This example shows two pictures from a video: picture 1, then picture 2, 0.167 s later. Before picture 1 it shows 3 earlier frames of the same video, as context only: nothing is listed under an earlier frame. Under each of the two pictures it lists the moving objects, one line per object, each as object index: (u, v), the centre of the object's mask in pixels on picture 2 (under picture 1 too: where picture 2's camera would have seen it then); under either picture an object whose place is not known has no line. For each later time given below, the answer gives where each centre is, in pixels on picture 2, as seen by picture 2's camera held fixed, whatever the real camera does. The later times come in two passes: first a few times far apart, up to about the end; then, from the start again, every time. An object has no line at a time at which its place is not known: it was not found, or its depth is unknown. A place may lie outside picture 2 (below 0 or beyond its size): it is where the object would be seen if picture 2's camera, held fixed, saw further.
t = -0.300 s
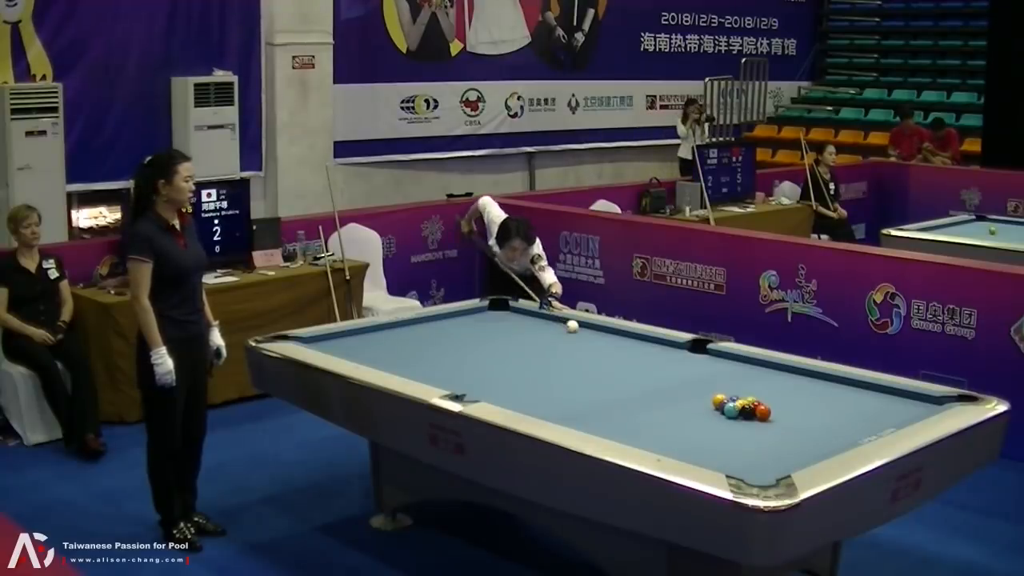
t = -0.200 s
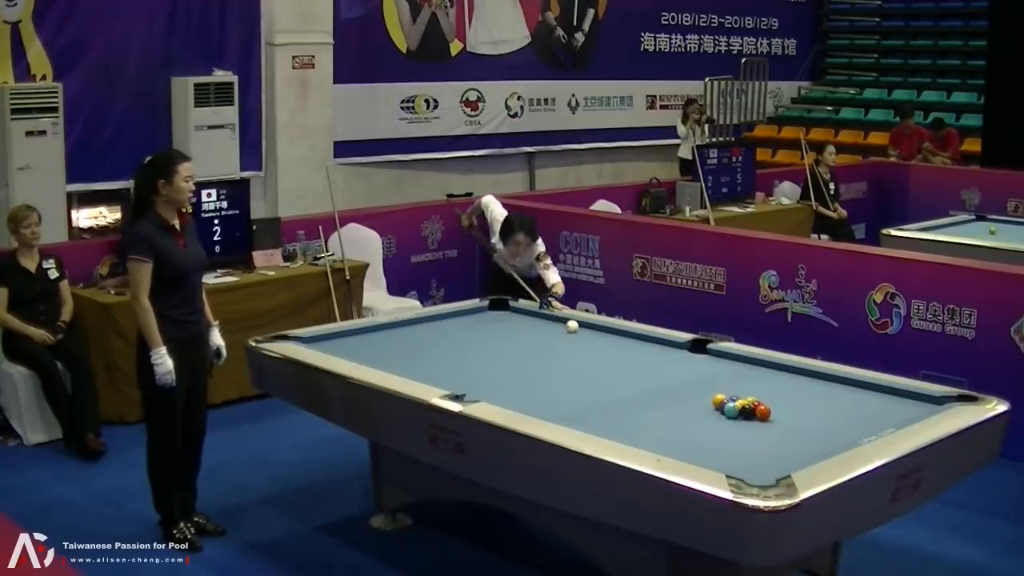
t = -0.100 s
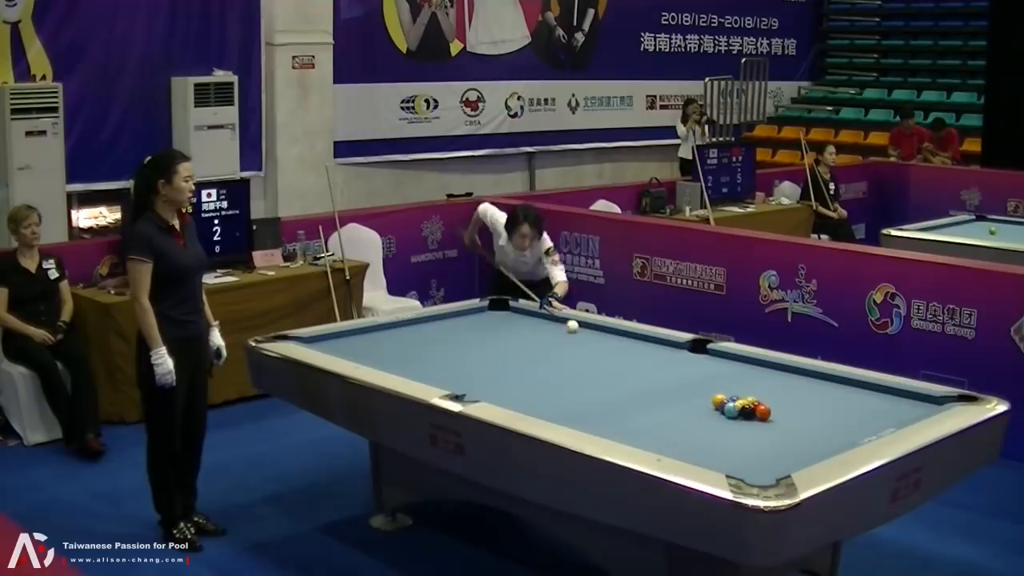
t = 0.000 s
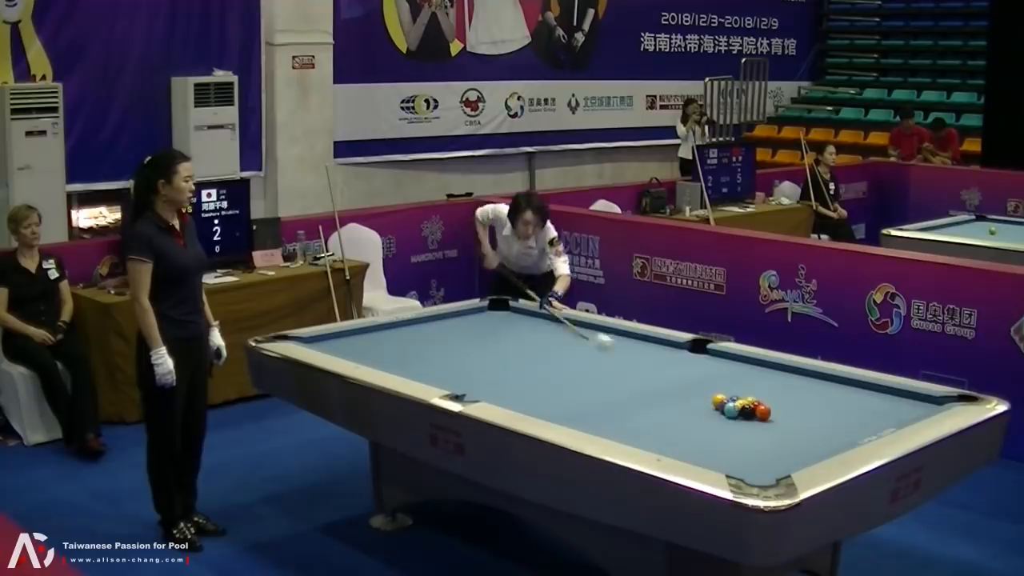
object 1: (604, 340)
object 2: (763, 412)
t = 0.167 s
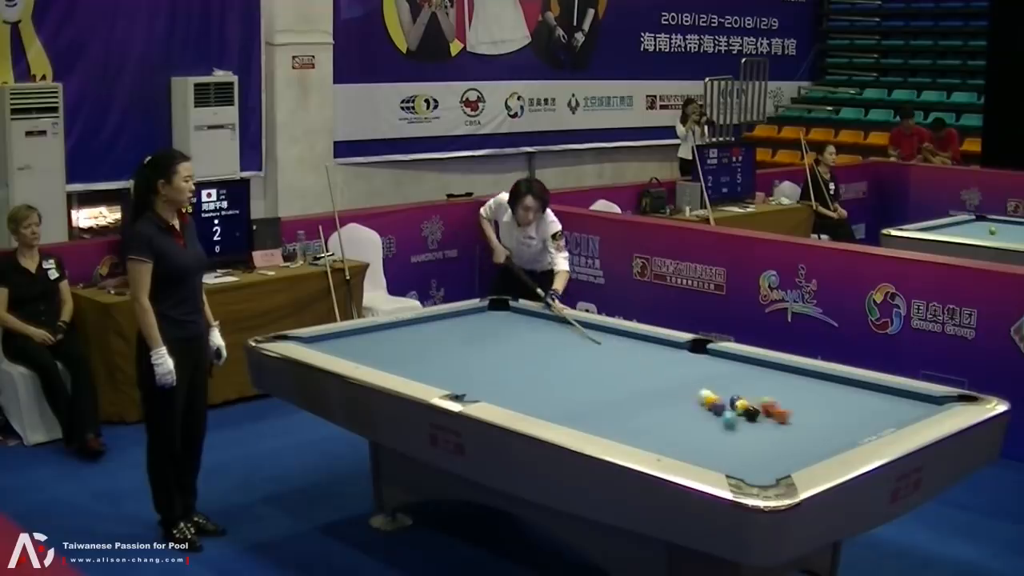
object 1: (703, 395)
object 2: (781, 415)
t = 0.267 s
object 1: (688, 390)
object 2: (842, 425)
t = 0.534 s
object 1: (657, 387)
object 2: (837, 416)
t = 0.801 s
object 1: (627, 381)
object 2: (790, 399)
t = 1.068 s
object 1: (599, 375)
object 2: (747, 382)
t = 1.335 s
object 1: (574, 369)
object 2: (709, 370)
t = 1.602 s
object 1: (550, 363)
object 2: (675, 358)
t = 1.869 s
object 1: (528, 359)
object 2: (644, 347)
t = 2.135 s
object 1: (509, 354)
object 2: (615, 337)
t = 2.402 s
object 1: (491, 350)
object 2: (589, 328)
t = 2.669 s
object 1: (474, 346)
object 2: (562, 321)
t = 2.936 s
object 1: (458, 343)
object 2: (532, 316)
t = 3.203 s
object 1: (445, 339)
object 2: (505, 311)
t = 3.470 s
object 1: (433, 336)
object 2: (487, 310)
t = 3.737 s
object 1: (422, 330)
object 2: (493, 313)
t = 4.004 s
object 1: (412, 331)
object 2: (498, 316)
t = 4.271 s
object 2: (503, 319)
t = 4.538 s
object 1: (396, 326)
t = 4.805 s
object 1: (393, 325)
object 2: (514, 327)
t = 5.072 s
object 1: (396, 326)
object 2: (519, 330)
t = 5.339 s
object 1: (399, 327)
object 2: (523, 333)
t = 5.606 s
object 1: (401, 328)
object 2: (527, 336)
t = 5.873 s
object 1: (403, 328)
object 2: (531, 338)
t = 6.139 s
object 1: (404, 328)
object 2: (534, 341)
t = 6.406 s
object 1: (404, 328)
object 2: (537, 342)
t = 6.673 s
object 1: (404, 328)
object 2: (540, 344)
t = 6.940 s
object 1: (404, 328)
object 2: (543, 345)
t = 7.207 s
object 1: (404, 328)
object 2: (544, 347)
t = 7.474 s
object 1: (404, 328)
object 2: (545, 347)
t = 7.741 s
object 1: (404, 328)
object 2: (546, 348)
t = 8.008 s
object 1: (404, 328)
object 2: (546, 349)
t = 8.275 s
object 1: (404, 328)
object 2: (546, 349)
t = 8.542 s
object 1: (404, 328)
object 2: (546, 349)
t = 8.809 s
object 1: (404, 328)
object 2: (546, 349)
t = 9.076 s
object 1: (404, 328)
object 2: (546, 349)
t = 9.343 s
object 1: (404, 328)
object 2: (546, 348)
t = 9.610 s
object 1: (404, 328)
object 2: (546, 349)
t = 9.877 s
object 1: (404, 328)
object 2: (546, 349)
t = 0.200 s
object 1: (697, 394)
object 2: (802, 419)
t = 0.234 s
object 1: (693, 391)
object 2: (823, 422)
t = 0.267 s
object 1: (688, 390)
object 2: (842, 425)
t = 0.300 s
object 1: (685, 390)
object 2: (861, 428)
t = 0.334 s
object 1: (681, 390)
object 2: (877, 427)
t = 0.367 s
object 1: (677, 391)
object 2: (873, 426)
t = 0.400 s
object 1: (673, 390)
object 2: (865, 425)
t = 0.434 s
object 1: (669, 390)
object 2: (857, 421)
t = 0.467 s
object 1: (665, 389)
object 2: (850, 420)
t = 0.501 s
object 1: (661, 388)
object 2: (844, 418)
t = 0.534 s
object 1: (657, 387)
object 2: (837, 416)
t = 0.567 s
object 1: (653, 386)
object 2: (831, 413)
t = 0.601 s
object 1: (649, 386)
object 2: (825, 411)
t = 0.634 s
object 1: (645, 385)
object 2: (819, 409)
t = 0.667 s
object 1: (641, 384)
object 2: (813, 406)
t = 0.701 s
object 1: (638, 383)
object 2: (807, 405)
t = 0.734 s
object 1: (634, 382)
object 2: (801, 403)
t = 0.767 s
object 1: (630, 381)
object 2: (796, 401)
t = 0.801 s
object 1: (627, 381)
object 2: (790, 399)
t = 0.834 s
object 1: (623, 380)
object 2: (784, 396)
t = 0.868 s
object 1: (620, 379)
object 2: (779, 395)
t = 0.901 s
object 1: (616, 378)
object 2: (774, 392)
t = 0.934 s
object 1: (613, 377)
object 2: (768, 391)
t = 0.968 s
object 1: (609, 377)
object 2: (763, 389)
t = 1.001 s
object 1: (606, 376)
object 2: (759, 387)
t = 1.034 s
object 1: (602, 375)
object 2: (754, 382)
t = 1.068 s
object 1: (599, 375)
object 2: (747, 382)
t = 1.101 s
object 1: (596, 374)
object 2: (742, 381)
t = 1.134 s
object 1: (592, 373)
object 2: (738, 380)
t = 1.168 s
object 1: (589, 372)
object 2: (733, 378)
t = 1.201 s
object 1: (586, 372)
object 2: (728, 377)
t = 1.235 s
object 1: (583, 371)
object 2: (723, 376)
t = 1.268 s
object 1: (579, 370)
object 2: (719, 374)
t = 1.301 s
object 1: (577, 370)
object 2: (714, 372)
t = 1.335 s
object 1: (574, 369)
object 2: (709, 370)
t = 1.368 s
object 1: (570, 368)
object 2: (705, 369)
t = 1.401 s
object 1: (567, 367)
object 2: (700, 367)
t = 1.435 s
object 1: (564, 367)
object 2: (696, 365)
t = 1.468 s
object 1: (561, 366)
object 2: (692, 364)
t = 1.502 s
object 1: (558, 366)
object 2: (687, 362)
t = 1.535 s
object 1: (555, 365)
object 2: (683, 361)
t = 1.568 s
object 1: (552, 364)
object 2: (679, 359)
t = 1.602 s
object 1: (550, 363)
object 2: (675, 358)
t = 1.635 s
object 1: (547, 363)
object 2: (671, 356)
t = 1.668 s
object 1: (544, 362)
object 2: (667, 355)
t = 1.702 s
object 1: (541, 362)
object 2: (663, 354)
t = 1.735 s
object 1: (539, 361)
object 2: (659, 352)
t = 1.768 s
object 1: (536, 361)
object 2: (655, 351)
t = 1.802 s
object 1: (533, 360)
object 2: (651, 350)
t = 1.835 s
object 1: (531, 359)
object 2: (647, 348)
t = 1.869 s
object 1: (528, 359)
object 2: (644, 347)
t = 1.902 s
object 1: (526, 358)
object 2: (640, 345)
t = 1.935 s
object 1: (523, 358)
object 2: (636, 344)
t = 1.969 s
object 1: (521, 357)
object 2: (633, 343)
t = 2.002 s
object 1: (518, 356)
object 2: (629, 341)
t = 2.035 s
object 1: (516, 356)
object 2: (625, 340)
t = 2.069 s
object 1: (513, 355)
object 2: (622, 339)
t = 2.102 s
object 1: (511, 355)
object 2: (619, 338)
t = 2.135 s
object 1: (509, 354)
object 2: (615, 337)
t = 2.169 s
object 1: (506, 354)
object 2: (612, 336)
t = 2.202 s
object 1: (504, 353)
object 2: (608, 334)
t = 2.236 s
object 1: (501, 353)
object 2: (605, 333)
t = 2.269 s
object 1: (499, 352)
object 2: (602, 332)
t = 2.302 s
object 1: (497, 352)
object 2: (598, 331)
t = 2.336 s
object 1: (495, 351)
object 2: (595, 330)
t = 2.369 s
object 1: (493, 350)
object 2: (592, 329)
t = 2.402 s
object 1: (491, 350)
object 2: (589, 328)
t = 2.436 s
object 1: (488, 350)
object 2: (586, 327)
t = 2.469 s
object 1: (486, 349)
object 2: (583, 326)
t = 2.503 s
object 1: (484, 349)
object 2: (580, 325)
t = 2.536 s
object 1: (482, 348)
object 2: (577, 325)
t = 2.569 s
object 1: (480, 347)
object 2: (573, 323)
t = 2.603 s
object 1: (478, 347)
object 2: (569, 323)
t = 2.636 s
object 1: (476, 347)
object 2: (566, 322)
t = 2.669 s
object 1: (474, 346)
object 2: (562, 321)
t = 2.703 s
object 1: (472, 346)
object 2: (558, 320)
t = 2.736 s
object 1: (470, 345)
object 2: (555, 319)
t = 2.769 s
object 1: (468, 345)
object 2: (551, 319)
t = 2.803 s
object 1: (466, 345)
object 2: (547, 318)
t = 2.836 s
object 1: (464, 344)
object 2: (543, 318)
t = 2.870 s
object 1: (462, 343)
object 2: (540, 317)
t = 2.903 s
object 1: (460, 343)
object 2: (536, 316)
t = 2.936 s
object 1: (458, 343)
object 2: (532, 316)
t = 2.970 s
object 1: (457, 342)
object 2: (529, 315)
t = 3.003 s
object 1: (455, 342)
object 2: (525, 314)
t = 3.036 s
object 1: (453, 341)
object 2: (522, 314)
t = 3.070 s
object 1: (452, 341)
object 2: (518, 313)
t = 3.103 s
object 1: (450, 340)
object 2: (515, 313)
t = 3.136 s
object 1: (448, 340)
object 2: (511, 312)
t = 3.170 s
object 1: (446, 339)
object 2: (508, 312)
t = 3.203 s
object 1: (445, 339)
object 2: (505, 311)
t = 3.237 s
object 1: (443, 339)
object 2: (501, 311)
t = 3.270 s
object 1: (442, 338)
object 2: (498, 310)
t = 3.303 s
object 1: (440, 338)
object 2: (495, 310)
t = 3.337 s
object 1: (439, 338)
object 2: (492, 309)
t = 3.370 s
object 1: (437, 337)
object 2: (489, 309)
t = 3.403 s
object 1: (435, 337)
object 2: (486, 310)
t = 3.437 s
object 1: (434, 336)
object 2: (487, 310)
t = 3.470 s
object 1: (433, 336)
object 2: (487, 310)
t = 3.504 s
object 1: (431, 336)
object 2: (488, 310)
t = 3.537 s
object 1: (429, 336)
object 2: (489, 310)
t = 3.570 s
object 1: (428, 335)
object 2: (490, 310)
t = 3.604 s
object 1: (427, 334)
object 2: (490, 311)
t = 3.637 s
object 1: (425, 334)
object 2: (491, 311)
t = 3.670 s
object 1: (423, 333)
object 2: (491, 312)
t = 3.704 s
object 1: (422, 331)
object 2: (492, 312)
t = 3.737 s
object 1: (422, 330)
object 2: (493, 313)
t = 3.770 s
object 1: (421, 330)
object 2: (494, 313)
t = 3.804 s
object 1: (420, 331)
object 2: (494, 314)
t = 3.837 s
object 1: (419, 332)
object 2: (495, 314)
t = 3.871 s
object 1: (416, 332)
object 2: (496, 315)
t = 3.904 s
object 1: (415, 331)
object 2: (496, 315)
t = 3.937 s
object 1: (415, 331)
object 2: (497, 315)
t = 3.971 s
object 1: (413, 331)
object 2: (498, 316)
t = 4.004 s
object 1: (412, 331)
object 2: (498, 316)
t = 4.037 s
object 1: (412, 330)
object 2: (499, 317)
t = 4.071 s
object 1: (410, 330)
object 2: (500, 317)
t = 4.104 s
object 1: (412, 329)
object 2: (500, 317)
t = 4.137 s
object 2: (501, 318)
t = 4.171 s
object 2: (502, 318)
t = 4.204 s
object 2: (502, 319)
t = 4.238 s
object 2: (503, 319)
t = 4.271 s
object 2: (503, 319)
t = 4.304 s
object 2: (504, 320)
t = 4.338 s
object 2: (505, 320)
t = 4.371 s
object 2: (505, 320)
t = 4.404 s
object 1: (400, 327)
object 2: (507, 322)
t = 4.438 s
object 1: (399, 326)
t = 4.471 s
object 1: (398, 326)
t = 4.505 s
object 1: (397, 326)
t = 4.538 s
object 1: (396, 326)
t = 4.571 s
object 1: (395, 326)
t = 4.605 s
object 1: (394, 326)
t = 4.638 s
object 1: (394, 325)
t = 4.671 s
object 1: (393, 325)
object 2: (510, 326)
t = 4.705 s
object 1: (392, 325)
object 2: (512, 326)
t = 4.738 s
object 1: (393, 325)
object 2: (513, 326)
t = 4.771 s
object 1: (393, 325)
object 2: (513, 326)
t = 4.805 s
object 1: (393, 325)
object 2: (514, 327)
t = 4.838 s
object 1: (394, 326)
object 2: (514, 327)
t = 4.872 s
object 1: (394, 326)
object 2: (515, 327)
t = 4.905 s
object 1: (394, 326)
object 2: (516, 328)
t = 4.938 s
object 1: (395, 326)
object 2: (516, 328)
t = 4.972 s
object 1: (395, 326)
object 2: (517, 329)
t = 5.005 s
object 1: (395, 326)
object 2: (518, 329)
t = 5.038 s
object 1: (396, 326)
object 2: (518, 330)
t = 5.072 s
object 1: (396, 326)
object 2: (519, 330)
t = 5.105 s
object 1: (396, 326)
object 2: (519, 331)
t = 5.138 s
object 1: (397, 327)
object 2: (520, 331)
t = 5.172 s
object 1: (397, 326)
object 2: (520, 331)
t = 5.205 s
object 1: (397, 327)
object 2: (521, 331)
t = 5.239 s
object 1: (398, 327)
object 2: (521, 332)
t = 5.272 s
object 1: (398, 327)
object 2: (522, 332)
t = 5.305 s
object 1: (398, 327)
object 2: (522, 333)
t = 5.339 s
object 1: (399, 327)
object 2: (523, 333)
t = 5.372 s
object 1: (399, 327)
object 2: (523, 333)
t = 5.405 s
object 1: (399, 327)
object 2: (524, 334)
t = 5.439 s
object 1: (399, 327)
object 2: (524, 334)
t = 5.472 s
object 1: (400, 327)
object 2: (525, 334)
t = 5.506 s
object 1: (400, 327)
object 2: (525, 335)
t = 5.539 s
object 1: (400, 328)
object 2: (526, 335)
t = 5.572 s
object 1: (401, 328)
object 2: (526, 336)
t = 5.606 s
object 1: (401, 328)
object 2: (527, 336)
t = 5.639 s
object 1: (401, 328)
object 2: (527, 336)
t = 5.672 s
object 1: (401, 328)
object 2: (528, 337)
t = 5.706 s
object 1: (402, 328)
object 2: (528, 337)
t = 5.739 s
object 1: (402, 328)
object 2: (529, 337)
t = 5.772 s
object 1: (402, 328)
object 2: (529, 338)
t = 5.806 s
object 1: (402, 328)
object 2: (530, 338)
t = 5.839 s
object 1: (402, 328)
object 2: (530, 338)
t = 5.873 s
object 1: (403, 328)
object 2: (531, 338)
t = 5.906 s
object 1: (403, 328)
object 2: (531, 339)
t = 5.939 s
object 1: (403, 328)
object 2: (532, 339)
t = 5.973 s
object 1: (403, 328)
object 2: (532, 339)
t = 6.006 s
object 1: (403, 328)
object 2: (532, 340)
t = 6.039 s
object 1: (403, 328)
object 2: (533, 340)
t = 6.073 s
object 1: (404, 328)
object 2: (533, 340)
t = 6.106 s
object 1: (404, 328)
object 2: (534, 340)
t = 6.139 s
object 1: (404, 328)
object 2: (534, 341)
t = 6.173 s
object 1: (404, 328)
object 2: (535, 341)
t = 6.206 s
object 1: (404, 328)
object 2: (535, 341)
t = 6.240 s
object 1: (404, 328)
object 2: (536, 341)
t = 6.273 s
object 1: (404, 328)
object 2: (536, 341)
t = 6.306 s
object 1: (404, 328)
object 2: (536, 342)
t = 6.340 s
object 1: (404, 328)
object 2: (537, 342)
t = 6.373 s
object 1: (404, 328)
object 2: (537, 342)
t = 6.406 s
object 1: (404, 328)
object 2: (537, 342)
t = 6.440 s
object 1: (404, 328)
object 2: (538, 343)
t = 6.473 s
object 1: (404, 328)
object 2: (538, 343)
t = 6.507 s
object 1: (404, 328)
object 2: (538, 343)
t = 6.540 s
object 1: (404, 328)
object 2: (539, 343)
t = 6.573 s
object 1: (404, 328)
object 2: (539, 344)
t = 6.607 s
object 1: (404, 328)
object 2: (539, 344)
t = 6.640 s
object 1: (404, 328)
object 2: (540, 344)
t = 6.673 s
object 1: (404, 328)
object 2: (540, 344)
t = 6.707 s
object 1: (404, 328)
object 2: (541, 344)
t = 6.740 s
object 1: (404, 328)
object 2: (541, 345)
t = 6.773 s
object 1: (404, 328)
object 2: (541, 345)
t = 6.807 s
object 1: (404, 328)
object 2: (541, 345)
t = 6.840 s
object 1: (404, 328)
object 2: (542, 345)
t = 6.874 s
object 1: (404, 328)
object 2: (542, 345)
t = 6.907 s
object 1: (404, 328)
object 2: (542, 345)
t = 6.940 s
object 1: (404, 328)
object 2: (543, 345)
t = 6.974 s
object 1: (404, 328)
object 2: (543, 346)
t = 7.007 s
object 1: (404, 328)
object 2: (543, 346)
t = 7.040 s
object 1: (404, 328)
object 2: (543, 346)
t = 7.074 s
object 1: (404, 328)
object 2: (543, 346)
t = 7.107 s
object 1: (404, 328)
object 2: (543, 346)
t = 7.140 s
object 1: (404, 328)
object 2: (544, 346)
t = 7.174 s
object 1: (404, 328)
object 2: (544, 347)
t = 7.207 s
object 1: (404, 328)
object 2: (544, 347)
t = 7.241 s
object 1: (404, 328)
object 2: (544, 347)
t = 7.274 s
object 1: (404, 328)
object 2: (544, 347)
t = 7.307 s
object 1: (404, 328)
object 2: (544, 347)
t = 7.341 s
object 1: (404, 328)
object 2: (545, 347)
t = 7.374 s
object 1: (404, 328)
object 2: (545, 347)
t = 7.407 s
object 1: (404, 328)
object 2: (545, 347)
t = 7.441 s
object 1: (404, 328)
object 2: (545, 347)
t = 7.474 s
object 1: (404, 328)
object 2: (545, 347)
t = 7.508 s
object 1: (404, 328)
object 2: (545, 348)
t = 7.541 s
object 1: (404, 328)
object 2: (546, 348)
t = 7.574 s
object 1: (404, 328)
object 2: (545, 348)
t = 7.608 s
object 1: (404, 328)
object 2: (546, 348)
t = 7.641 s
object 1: (404, 328)
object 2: (546, 348)
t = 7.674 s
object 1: (404, 328)
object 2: (546, 348)
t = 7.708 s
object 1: (404, 328)
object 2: (546, 348)
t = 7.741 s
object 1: (404, 328)
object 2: (546, 348)
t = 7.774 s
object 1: (404, 328)
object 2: (546, 348)
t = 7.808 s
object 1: (404, 328)
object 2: (546, 348)
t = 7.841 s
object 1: (404, 328)
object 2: (546, 348)
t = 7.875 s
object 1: (404, 328)
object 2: (546, 349)
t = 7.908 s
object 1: (404, 328)
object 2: (546, 349)
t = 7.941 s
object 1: (404, 328)
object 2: (546, 349)
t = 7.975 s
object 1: (404, 328)
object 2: (546, 349)
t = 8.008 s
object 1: (404, 328)
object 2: (546, 349)
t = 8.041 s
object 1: (404, 328)
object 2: (546, 349)
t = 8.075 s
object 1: (404, 328)
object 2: (546, 349)
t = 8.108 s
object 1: (404, 328)
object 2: (546, 349)
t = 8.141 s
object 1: (404, 328)
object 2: (546, 349)
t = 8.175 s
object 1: (404, 328)
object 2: (546, 349)
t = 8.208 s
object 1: (404, 328)
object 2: (546, 349)
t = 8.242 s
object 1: (404, 328)
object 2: (546, 349)
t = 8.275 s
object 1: (404, 328)
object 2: (546, 349)
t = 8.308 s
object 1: (404, 328)
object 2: (546, 349)
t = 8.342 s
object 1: (404, 328)
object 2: (546, 349)
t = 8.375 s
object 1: (404, 328)
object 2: (546, 349)
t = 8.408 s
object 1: (404, 328)
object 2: (546, 349)
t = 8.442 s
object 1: (404, 328)
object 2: (546, 349)
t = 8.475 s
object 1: (404, 328)
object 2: (546, 349)
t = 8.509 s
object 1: (404, 328)
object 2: (546, 349)
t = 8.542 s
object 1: (404, 328)
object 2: (546, 349)
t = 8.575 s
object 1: (404, 328)
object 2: (546, 349)
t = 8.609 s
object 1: (404, 328)
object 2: (547, 349)
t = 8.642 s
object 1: (404, 328)
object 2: (546, 349)
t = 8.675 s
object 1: (404, 328)
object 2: (546, 349)
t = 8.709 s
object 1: (404, 328)
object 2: (546, 349)
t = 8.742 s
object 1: (404, 328)
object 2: (546, 349)
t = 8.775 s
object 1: (404, 328)
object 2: (546, 349)
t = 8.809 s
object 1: (404, 328)
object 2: (546, 349)
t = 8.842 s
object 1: (404, 328)
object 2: (546, 349)
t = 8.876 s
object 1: (404, 328)
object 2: (546, 349)
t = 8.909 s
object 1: (404, 328)
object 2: (546, 349)
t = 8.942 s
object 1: (404, 328)
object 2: (546, 349)
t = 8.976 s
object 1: (404, 328)
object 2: (546, 349)
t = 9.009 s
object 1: (404, 328)
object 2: (546, 349)
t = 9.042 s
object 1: (404, 328)
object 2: (546, 349)
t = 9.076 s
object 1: (404, 328)
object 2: (546, 349)
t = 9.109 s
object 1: (404, 328)
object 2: (546, 349)
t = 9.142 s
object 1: (404, 328)
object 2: (546, 349)
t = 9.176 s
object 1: (404, 328)
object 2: (546, 349)
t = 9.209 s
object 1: (404, 328)
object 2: (546, 349)
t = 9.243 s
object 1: (404, 328)
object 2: (546, 349)
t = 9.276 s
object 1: (404, 328)
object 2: (546, 349)
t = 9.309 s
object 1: (404, 328)
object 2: (546, 348)
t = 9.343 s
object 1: (404, 328)
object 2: (546, 348)
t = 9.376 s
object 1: (404, 328)
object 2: (546, 348)
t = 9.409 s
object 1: (404, 328)
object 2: (546, 349)
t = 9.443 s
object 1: (404, 328)
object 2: (546, 348)
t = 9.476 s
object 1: (404, 328)
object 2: (546, 349)
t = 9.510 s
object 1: (404, 328)
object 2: (546, 349)
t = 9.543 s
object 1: (404, 328)
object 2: (546, 349)
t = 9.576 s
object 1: (404, 328)
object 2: (546, 349)
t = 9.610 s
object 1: (404, 328)
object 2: (546, 349)
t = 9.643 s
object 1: (404, 328)
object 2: (546, 349)
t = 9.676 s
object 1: (404, 328)
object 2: (546, 349)
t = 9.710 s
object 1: (404, 328)
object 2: (546, 349)
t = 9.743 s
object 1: (404, 328)
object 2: (546, 349)
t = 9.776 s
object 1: (404, 328)
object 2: (546, 349)
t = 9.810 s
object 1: (404, 328)
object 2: (546, 349)
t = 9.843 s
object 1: (404, 328)
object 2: (546, 349)
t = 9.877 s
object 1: (404, 328)
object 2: (546, 349)
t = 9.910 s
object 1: (404, 328)
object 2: (546, 349)
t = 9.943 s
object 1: (404, 328)
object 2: (546, 349)
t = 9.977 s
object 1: (404, 328)
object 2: (546, 349)
